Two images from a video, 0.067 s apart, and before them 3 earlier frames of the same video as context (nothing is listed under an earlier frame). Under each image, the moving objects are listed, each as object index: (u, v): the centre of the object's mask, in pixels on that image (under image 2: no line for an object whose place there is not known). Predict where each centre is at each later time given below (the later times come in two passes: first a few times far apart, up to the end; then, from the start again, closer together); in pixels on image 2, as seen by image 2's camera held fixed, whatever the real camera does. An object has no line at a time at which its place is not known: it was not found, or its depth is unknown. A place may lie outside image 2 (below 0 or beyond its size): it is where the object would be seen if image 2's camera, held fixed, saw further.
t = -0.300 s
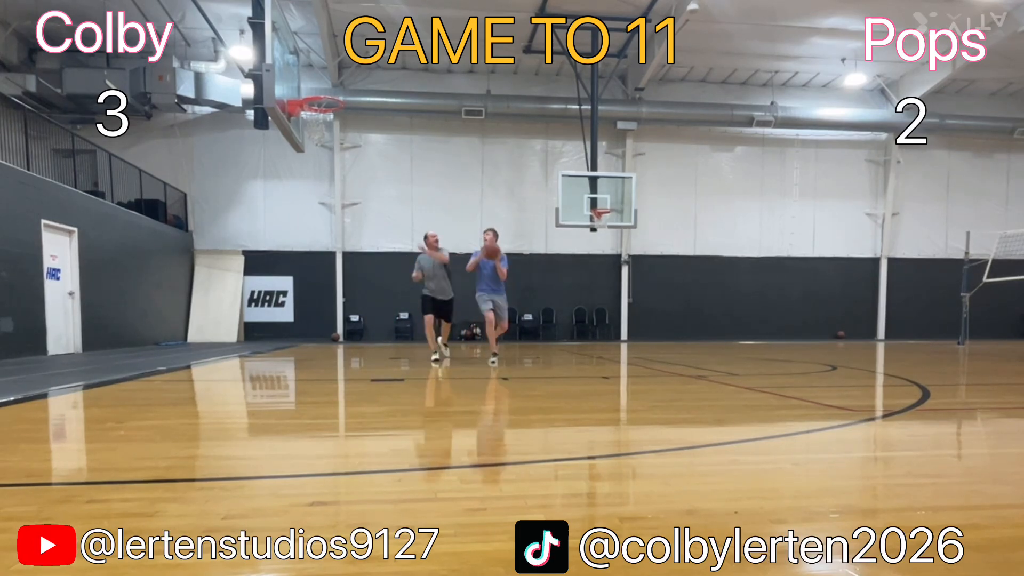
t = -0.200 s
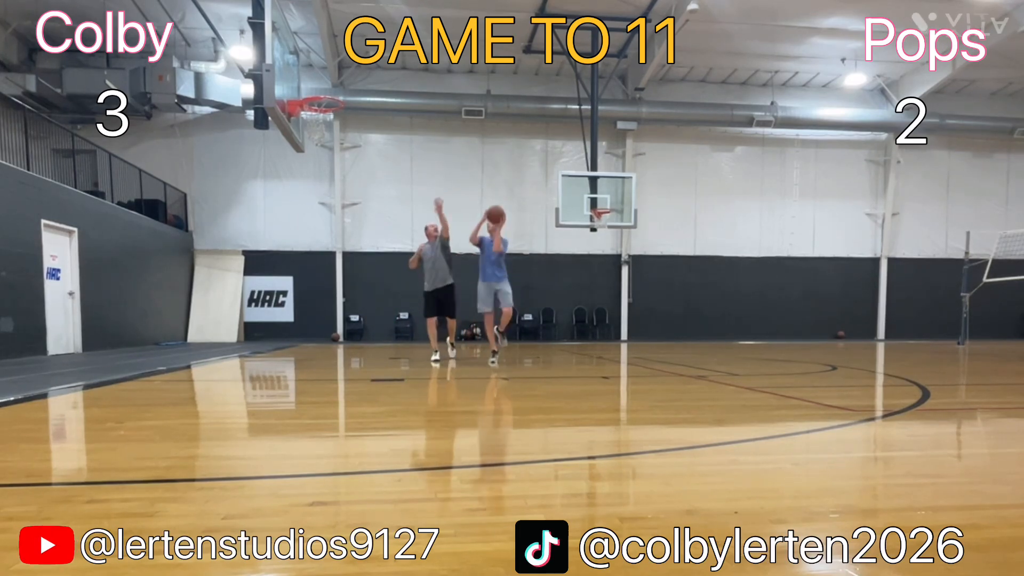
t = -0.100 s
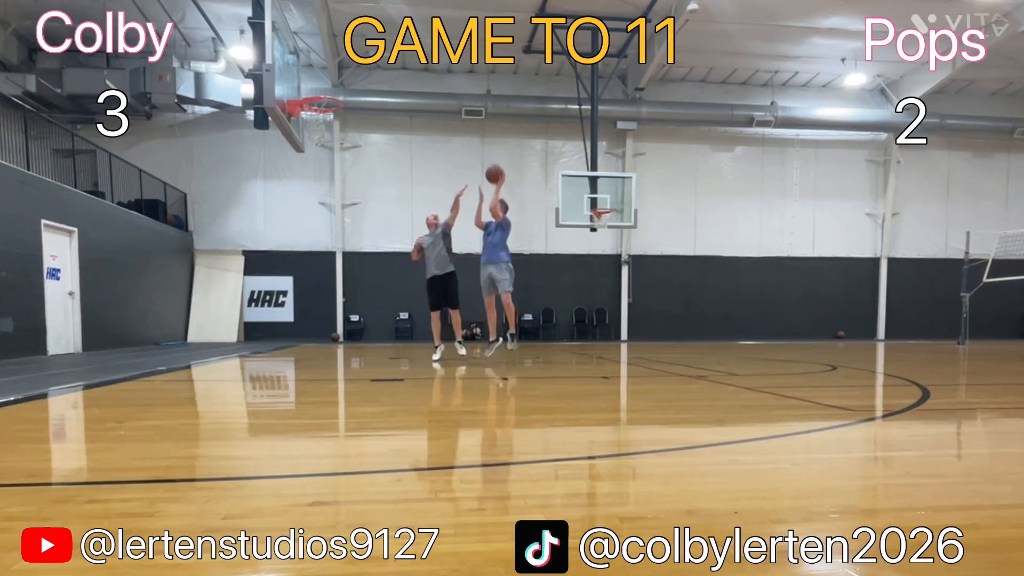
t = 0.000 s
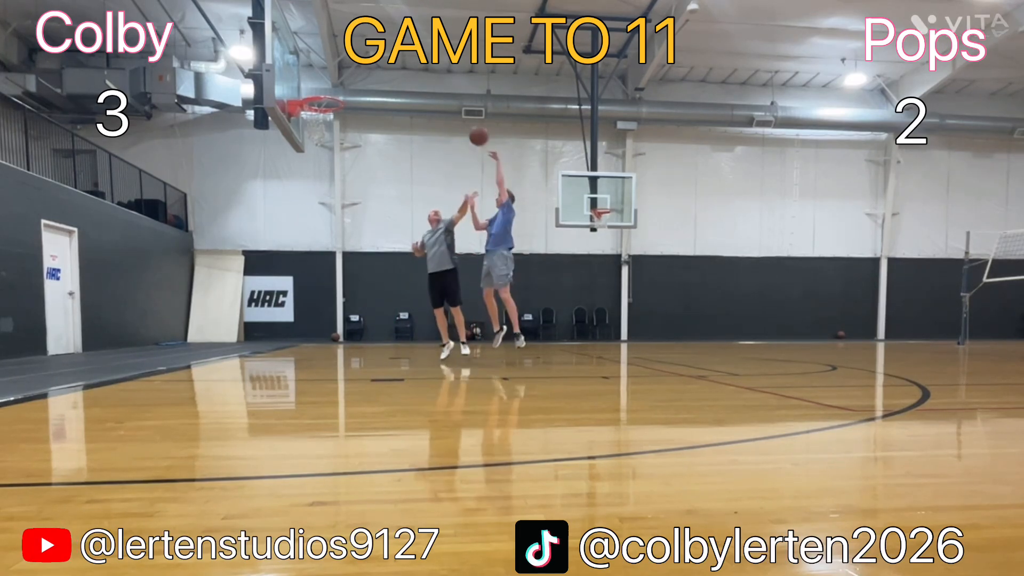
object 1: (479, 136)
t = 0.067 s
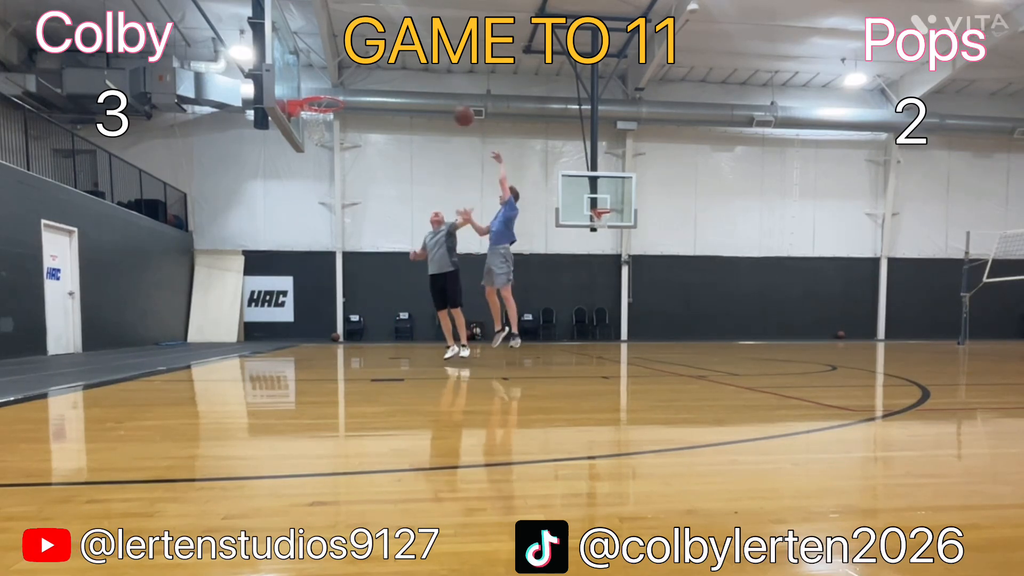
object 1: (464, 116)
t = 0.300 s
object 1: (411, 74)
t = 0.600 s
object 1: (345, 87)
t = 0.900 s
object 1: (294, 159)
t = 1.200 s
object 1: (259, 288)
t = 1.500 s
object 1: (245, 290)
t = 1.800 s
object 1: (245, 231)
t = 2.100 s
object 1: (248, 246)
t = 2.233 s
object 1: (250, 278)
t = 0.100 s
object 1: (456, 108)
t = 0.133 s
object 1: (449, 100)
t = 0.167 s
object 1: (441, 93)
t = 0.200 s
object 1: (434, 87)
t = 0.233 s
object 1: (427, 82)
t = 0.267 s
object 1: (419, 78)
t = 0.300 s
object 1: (411, 74)
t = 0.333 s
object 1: (404, 72)
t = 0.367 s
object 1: (397, 72)
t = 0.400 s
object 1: (390, 71)
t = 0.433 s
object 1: (383, 71)
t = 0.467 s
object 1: (375, 73)
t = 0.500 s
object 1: (368, 75)
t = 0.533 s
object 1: (360, 78)
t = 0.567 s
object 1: (352, 82)
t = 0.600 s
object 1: (345, 87)
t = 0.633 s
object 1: (338, 92)
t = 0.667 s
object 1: (332, 102)
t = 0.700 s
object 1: (326, 112)
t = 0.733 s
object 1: (319, 121)
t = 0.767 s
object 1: (309, 127)
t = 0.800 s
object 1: (305, 133)
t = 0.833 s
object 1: (301, 141)
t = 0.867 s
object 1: (298, 149)
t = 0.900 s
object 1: (294, 159)
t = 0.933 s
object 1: (290, 169)
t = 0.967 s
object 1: (286, 181)
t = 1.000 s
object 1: (282, 193)
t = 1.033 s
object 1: (278, 207)
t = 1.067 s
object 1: (274, 221)
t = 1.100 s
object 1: (270, 236)
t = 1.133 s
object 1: (267, 253)
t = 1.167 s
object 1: (263, 268)
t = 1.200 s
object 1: (259, 288)
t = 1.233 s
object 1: (255, 307)
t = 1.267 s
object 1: (252, 328)
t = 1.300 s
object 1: (248, 347)
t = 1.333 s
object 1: (245, 355)
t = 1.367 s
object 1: (245, 340)
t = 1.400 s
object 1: (245, 327)
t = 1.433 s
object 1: (245, 313)
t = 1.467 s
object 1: (245, 301)
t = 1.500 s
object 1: (245, 290)
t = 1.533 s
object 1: (245, 279)
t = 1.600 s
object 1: (245, 261)
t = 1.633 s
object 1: (245, 257)
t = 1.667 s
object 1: (245, 250)
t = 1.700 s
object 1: (245, 244)
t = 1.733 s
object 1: (245, 238)
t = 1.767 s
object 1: (245, 234)
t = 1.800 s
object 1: (245, 231)
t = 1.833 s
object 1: (246, 229)
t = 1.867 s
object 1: (246, 227)
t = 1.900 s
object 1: (246, 227)
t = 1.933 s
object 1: (246, 227)
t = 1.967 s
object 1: (246, 229)
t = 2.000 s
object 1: (247, 232)
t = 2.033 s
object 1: (247, 235)
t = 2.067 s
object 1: (248, 240)
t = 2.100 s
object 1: (248, 246)
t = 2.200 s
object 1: (249, 268)
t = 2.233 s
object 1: (250, 278)
